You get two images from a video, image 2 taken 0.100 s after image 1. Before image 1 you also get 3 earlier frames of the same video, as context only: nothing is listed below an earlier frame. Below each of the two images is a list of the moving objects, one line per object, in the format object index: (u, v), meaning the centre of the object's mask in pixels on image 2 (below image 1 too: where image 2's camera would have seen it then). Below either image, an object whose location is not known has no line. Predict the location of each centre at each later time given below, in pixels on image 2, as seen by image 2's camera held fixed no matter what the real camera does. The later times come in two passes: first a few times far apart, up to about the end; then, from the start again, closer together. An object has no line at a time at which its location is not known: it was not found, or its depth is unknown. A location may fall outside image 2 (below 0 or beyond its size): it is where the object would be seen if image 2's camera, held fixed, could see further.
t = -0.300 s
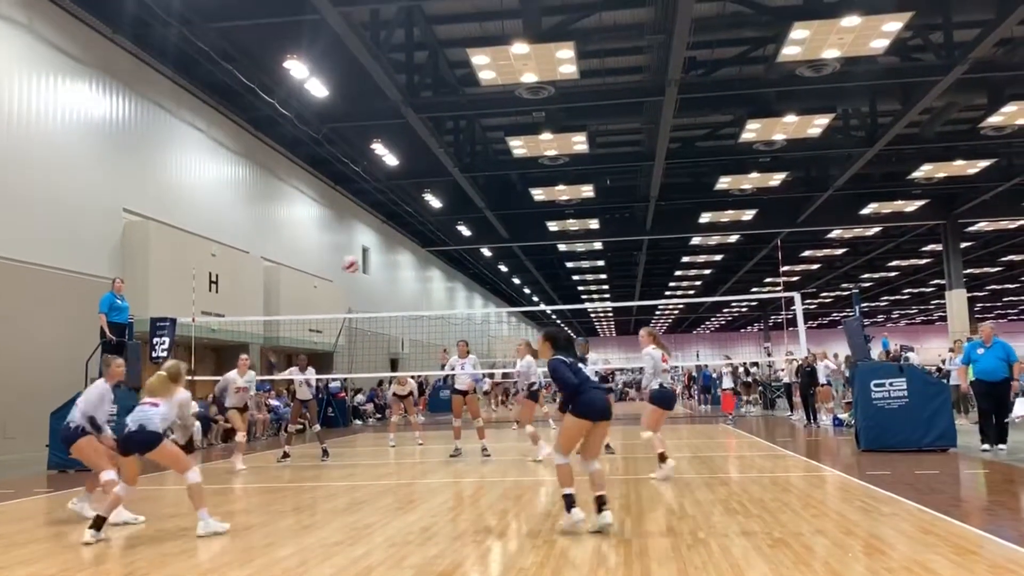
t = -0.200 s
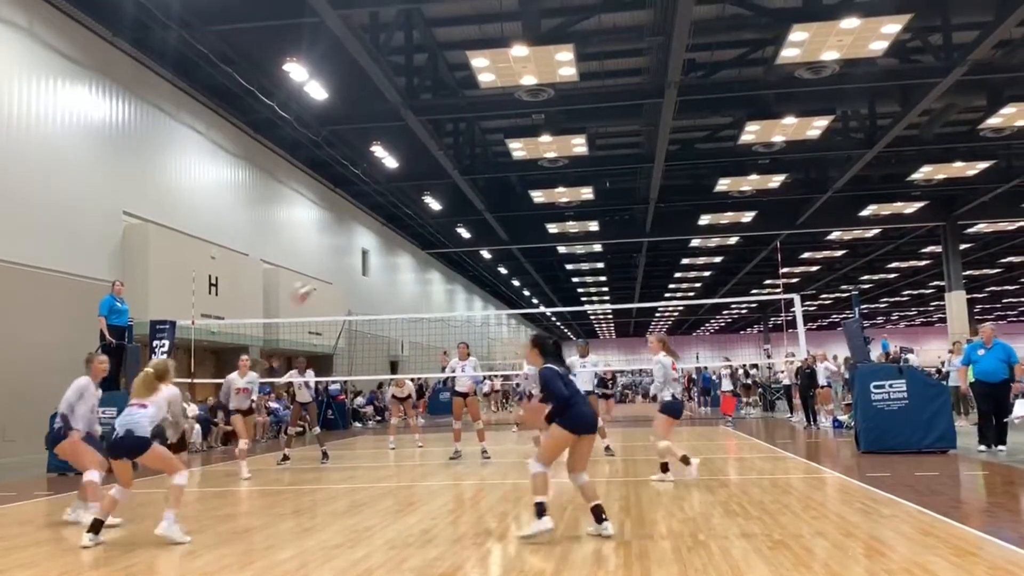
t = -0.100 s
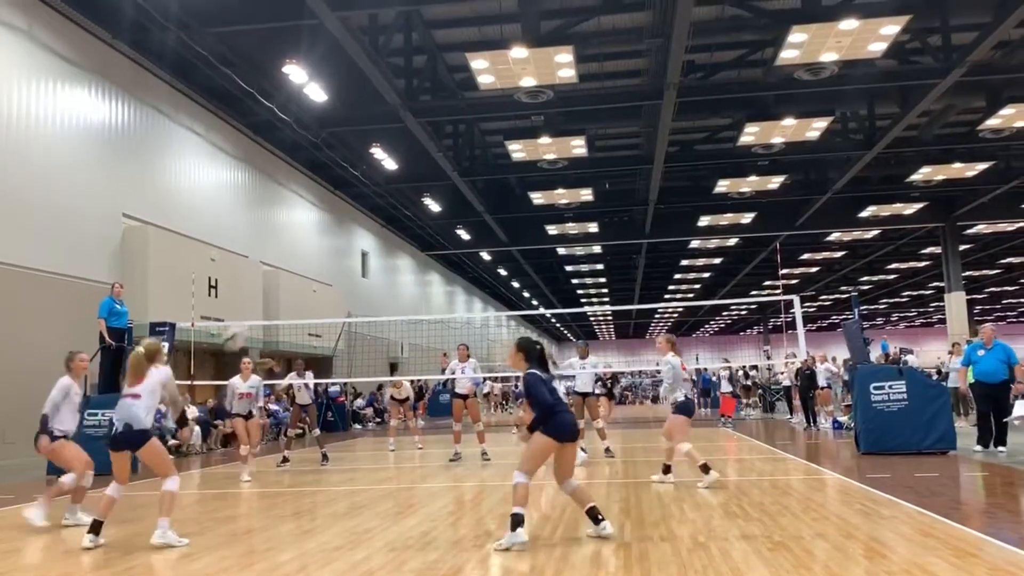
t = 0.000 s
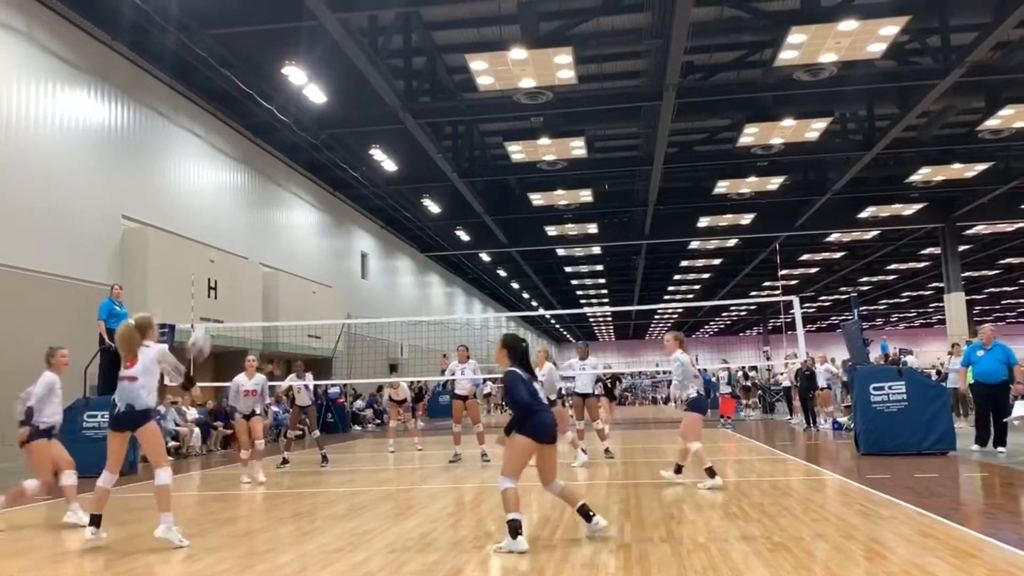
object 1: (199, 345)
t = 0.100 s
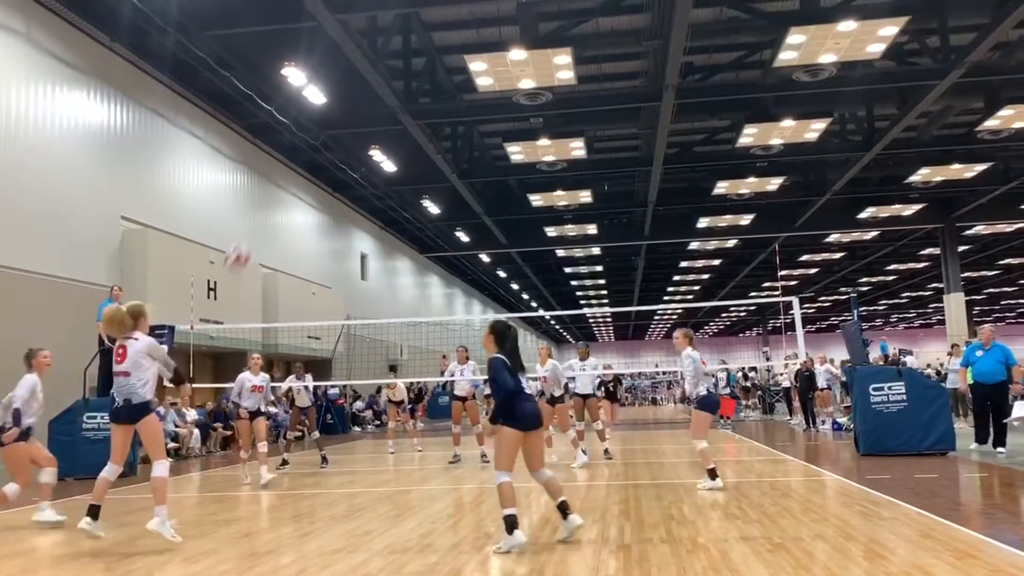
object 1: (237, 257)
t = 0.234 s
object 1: (281, 172)
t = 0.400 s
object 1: (328, 110)
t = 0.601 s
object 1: (373, 74)
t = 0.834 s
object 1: (420, 81)
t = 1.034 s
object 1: (456, 117)
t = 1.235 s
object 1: (489, 178)
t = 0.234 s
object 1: (281, 172)
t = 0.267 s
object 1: (291, 157)
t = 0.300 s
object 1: (300, 143)
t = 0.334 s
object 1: (309, 131)
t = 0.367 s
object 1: (318, 119)
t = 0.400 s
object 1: (328, 110)
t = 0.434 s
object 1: (335, 100)
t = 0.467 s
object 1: (343, 93)
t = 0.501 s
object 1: (351, 87)
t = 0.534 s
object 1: (358, 82)
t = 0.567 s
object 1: (366, 78)
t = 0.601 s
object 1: (373, 74)
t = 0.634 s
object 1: (380, 73)
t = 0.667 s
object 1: (387, 72)
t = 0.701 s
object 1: (394, 72)
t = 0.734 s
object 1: (401, 73)
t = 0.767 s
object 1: (407, 74)
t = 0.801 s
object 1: (414, 77)
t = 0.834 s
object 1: (420, 81)
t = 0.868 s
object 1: (426, 85)
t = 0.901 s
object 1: (433, 90)
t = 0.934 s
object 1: (439, 95)
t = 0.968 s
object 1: (444, 102)
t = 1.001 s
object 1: (450, 109)
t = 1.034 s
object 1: (456, 117)
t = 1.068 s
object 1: (462, 125)
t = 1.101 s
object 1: (467, 134)
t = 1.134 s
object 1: (473, 145)
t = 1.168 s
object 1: (478, 155)
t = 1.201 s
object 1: (483, 166)
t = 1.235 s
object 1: (489, 178)
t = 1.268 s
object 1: (494, 190)
